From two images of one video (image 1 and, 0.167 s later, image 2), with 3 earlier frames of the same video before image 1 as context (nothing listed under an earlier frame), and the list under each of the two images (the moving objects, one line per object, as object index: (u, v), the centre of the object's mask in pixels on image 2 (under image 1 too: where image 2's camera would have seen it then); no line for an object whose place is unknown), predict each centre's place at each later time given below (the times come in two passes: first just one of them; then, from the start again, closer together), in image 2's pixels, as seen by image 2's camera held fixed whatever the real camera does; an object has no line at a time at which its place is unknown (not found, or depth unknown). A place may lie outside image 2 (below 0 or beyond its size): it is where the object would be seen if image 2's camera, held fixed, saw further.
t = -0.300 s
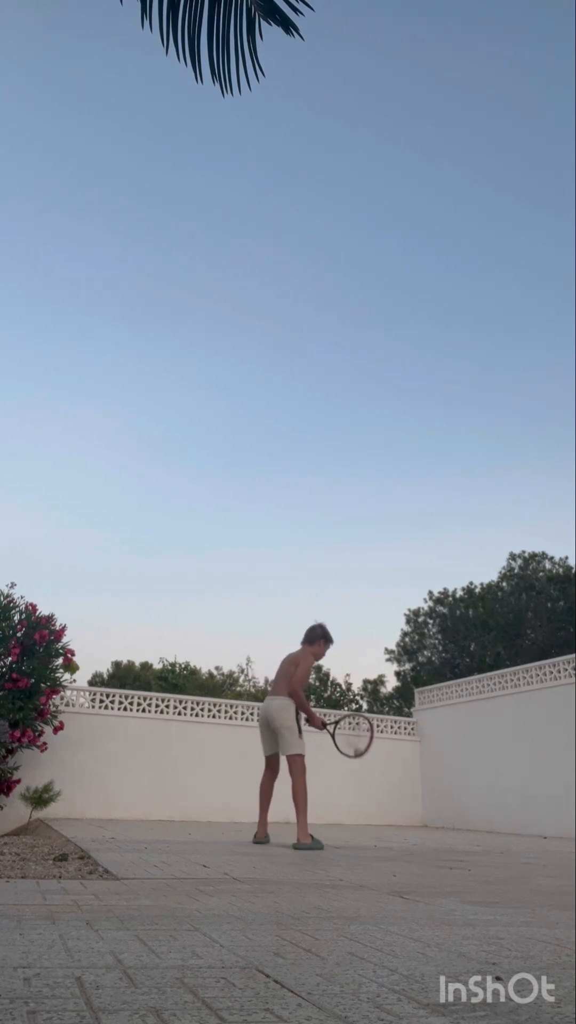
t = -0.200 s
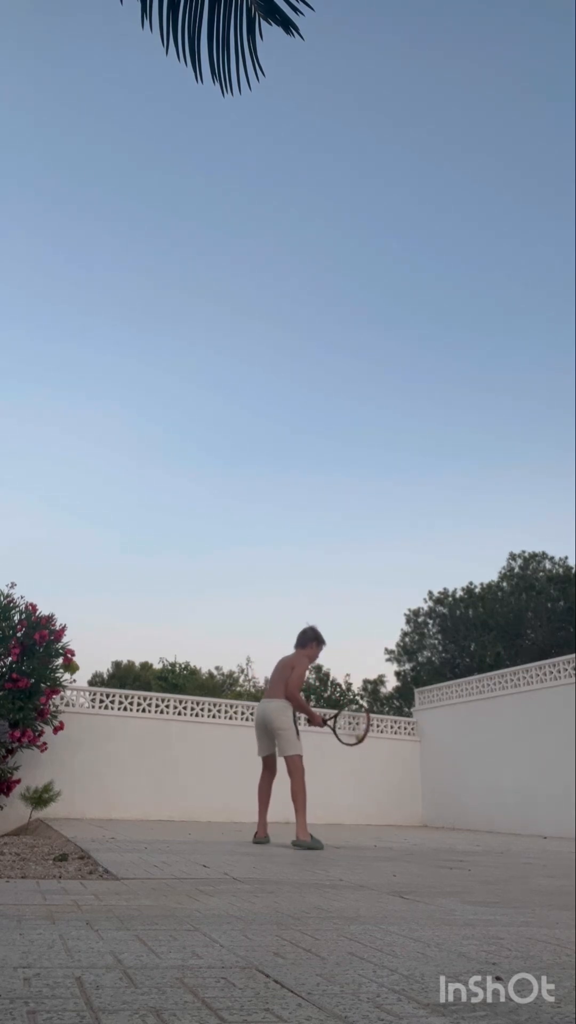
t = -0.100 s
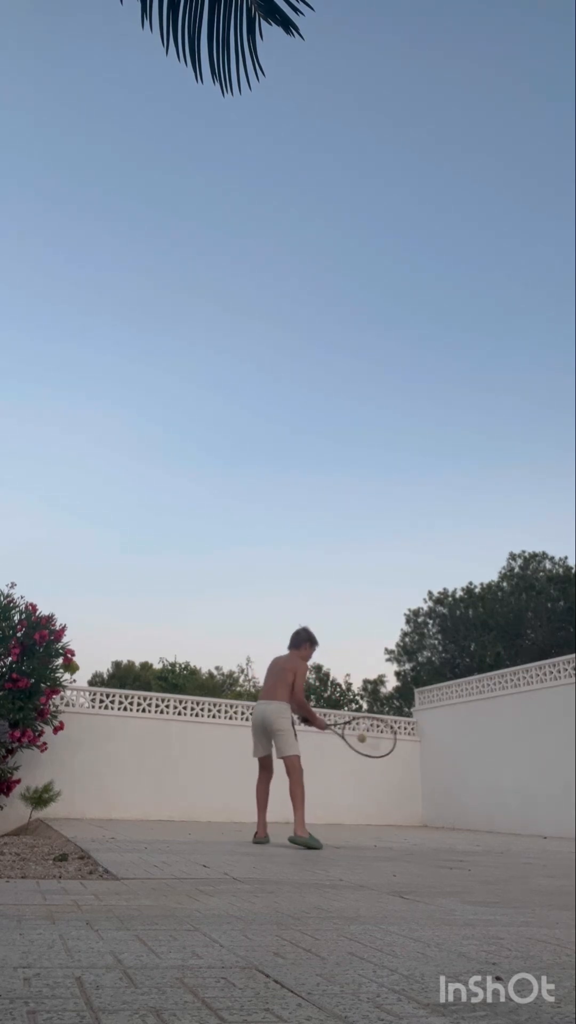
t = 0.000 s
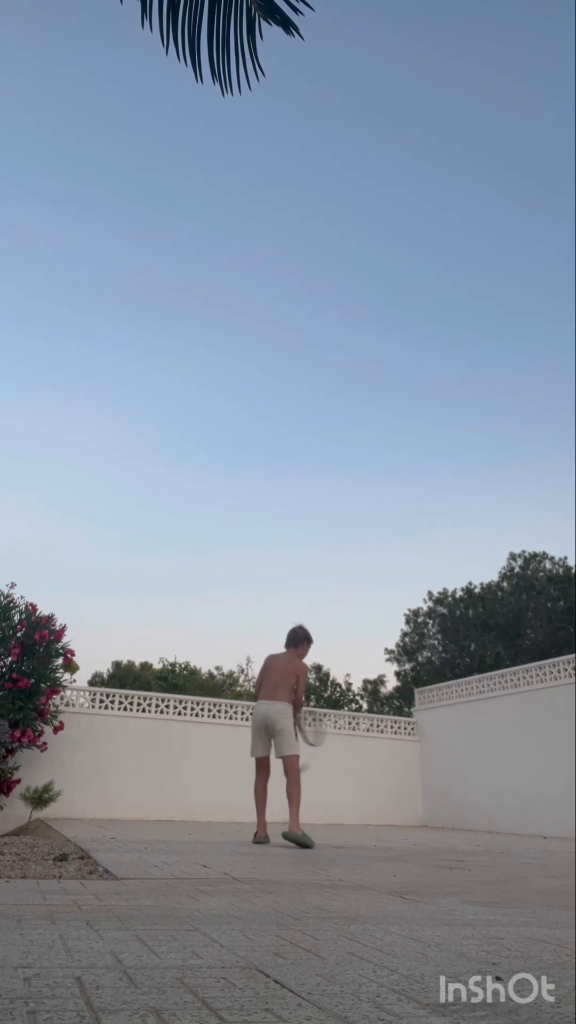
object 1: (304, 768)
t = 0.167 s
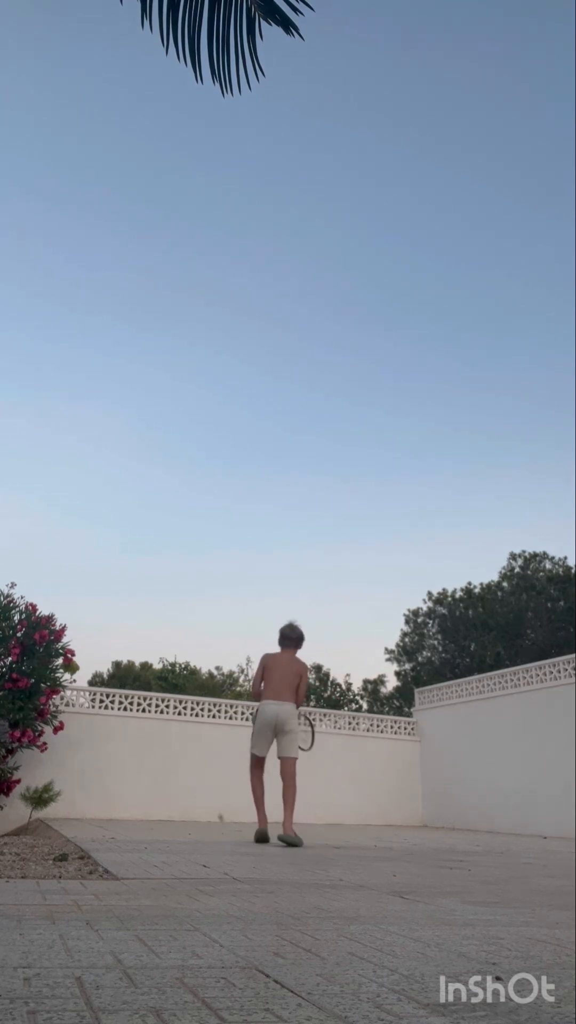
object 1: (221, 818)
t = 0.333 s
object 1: (188, 779)
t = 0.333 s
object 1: (188, 779)
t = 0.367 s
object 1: (185, 775)
